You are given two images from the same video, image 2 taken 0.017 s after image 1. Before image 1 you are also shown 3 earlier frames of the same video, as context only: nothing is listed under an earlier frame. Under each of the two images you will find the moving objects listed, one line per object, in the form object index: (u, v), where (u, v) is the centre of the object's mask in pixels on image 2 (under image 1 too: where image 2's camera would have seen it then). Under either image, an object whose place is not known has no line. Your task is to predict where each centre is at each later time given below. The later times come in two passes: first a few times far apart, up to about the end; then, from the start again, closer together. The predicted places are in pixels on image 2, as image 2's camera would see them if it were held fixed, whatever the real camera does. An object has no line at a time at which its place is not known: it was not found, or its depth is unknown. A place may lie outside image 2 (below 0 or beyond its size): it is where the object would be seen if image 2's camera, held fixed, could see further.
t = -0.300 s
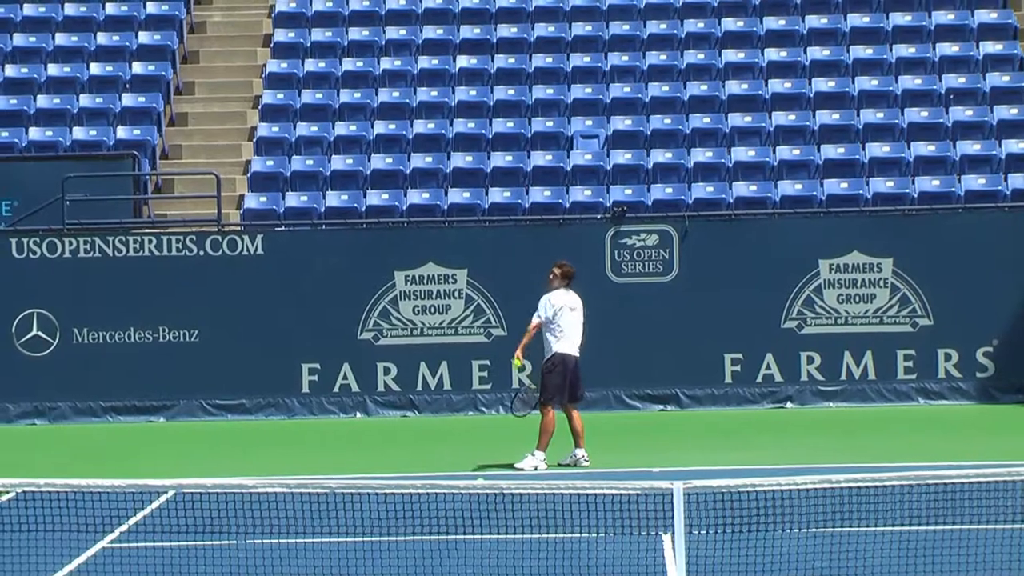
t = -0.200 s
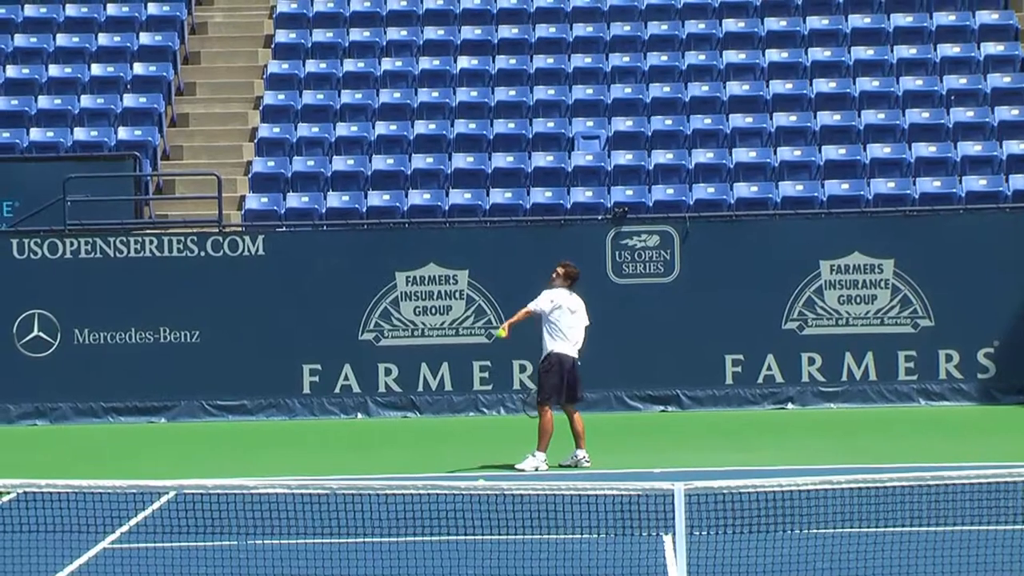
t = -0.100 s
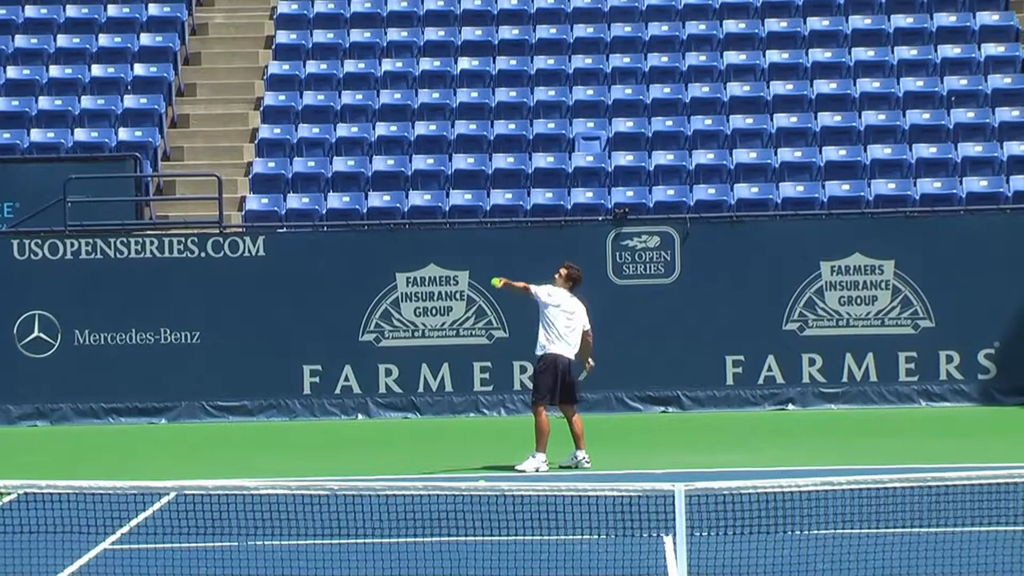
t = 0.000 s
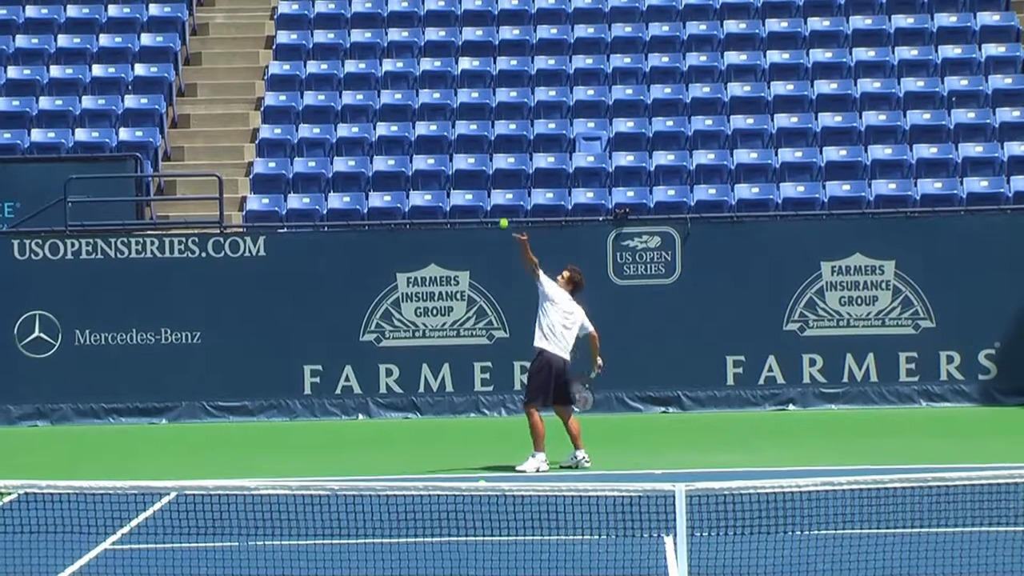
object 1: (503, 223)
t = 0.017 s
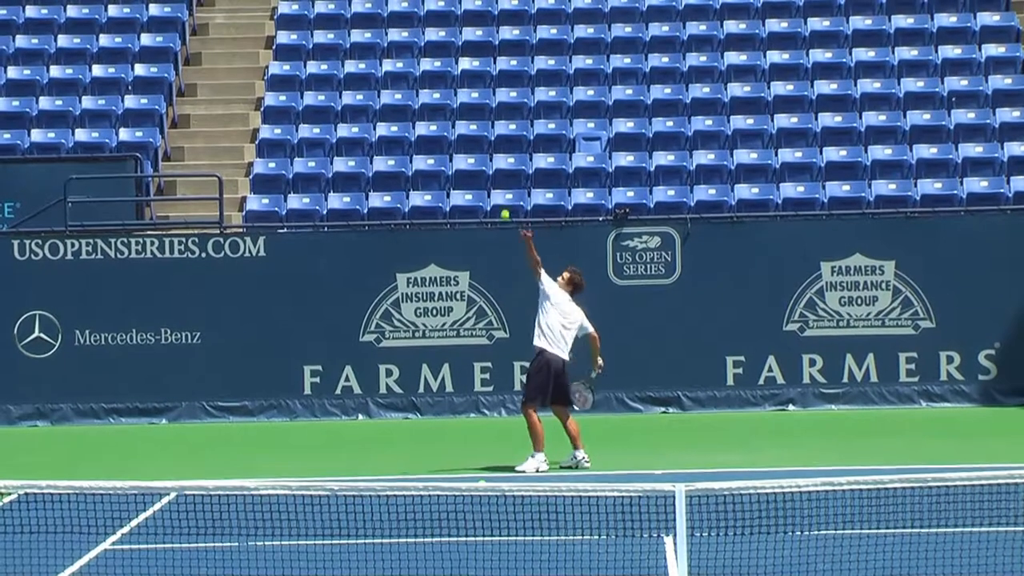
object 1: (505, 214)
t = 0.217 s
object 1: (523, 134)
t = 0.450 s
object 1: (544, 98)
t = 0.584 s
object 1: (558, 105)
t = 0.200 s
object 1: (521, 139)
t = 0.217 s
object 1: (523, 134)
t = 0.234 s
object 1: (524, 129)
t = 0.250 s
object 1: (526, 125)
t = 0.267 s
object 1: (528, 121)
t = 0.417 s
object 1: (541, 99)
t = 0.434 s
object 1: (542, 99)
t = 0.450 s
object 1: (544, 98)
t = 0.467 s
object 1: (546, 97)
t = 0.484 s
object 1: (548, 97)
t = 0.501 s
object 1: (550, 98)
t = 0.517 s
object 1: (551, 98)
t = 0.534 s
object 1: (553, 99)
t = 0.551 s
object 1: (555, 100)
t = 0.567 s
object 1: (556, 103)
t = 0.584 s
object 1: (558, 105)
